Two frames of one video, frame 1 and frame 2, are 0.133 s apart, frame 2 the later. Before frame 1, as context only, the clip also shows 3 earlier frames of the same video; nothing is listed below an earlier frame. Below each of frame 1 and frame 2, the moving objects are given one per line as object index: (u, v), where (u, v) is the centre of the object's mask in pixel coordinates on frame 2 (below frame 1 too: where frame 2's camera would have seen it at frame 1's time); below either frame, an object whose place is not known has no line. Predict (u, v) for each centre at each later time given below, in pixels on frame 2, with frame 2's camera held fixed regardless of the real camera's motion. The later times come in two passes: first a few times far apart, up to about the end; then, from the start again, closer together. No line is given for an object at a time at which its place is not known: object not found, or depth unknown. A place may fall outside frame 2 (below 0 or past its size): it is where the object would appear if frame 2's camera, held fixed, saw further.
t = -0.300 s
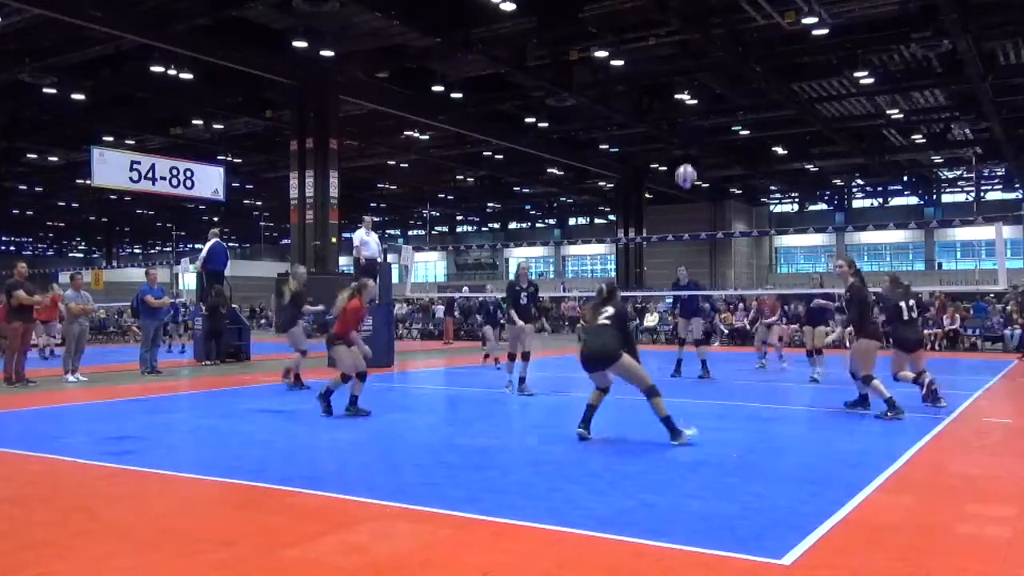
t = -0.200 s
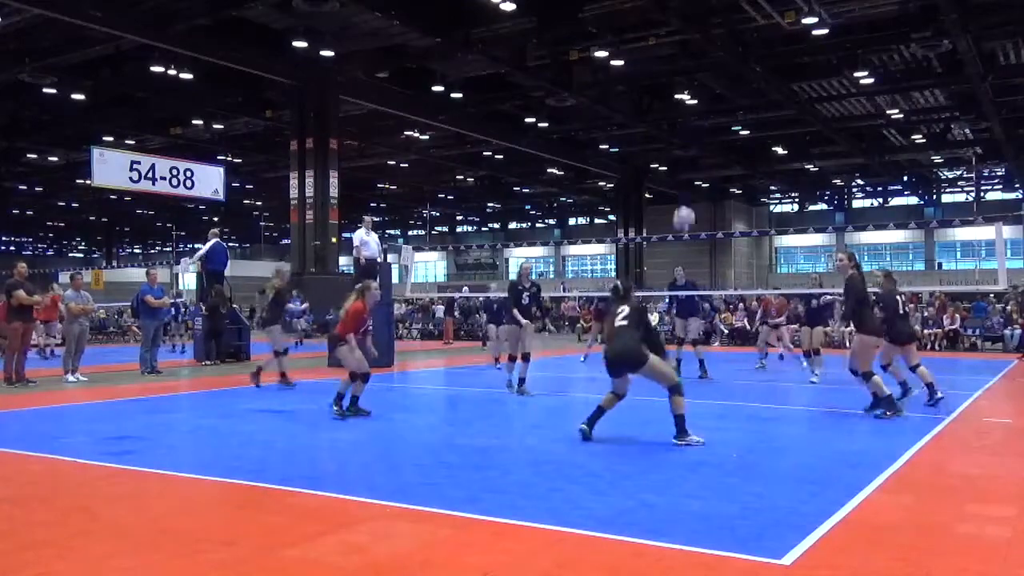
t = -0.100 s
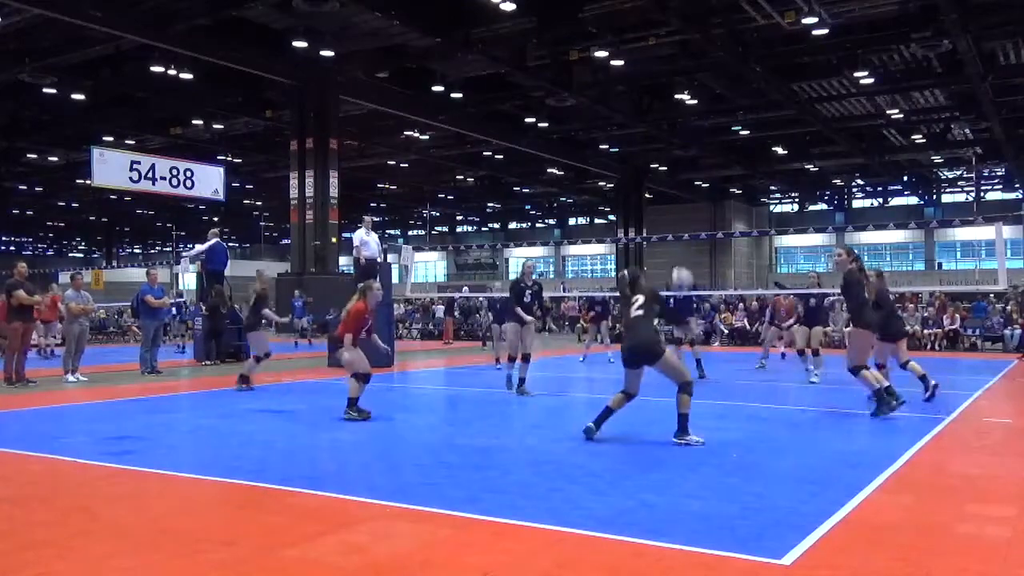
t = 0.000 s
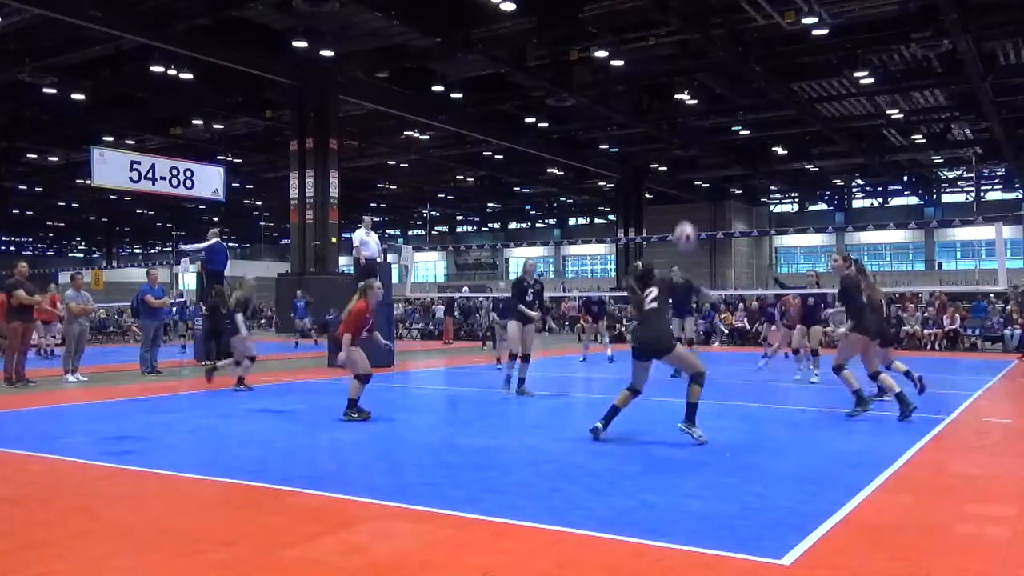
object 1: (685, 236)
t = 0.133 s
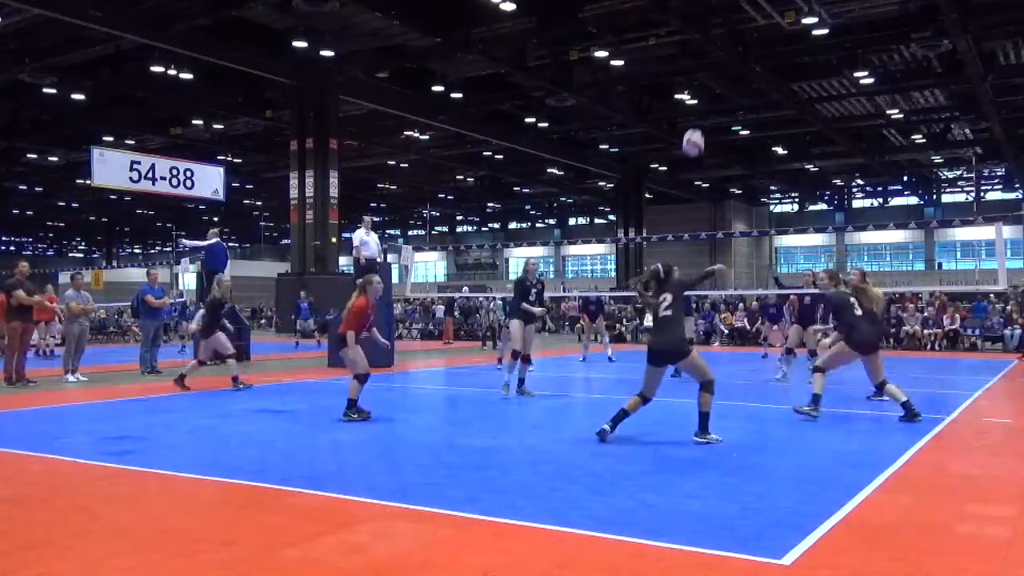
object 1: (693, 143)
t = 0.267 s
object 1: (700, 79)
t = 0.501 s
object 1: (711, 21)
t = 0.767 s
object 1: (720, 20)
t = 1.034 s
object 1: (728, 72)
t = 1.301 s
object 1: (734, 166)
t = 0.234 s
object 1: (699, 92)
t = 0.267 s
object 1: (700, 79)
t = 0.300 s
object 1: (702, 67)
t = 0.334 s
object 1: (704, 56)
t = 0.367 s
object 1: (705, 47)
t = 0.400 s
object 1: (707, 38)
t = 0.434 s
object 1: (708, 32)
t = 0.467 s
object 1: (710, 26)
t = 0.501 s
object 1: (711, 21)
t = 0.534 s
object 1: (712, 18)
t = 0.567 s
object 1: (713, 16)
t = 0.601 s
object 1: (715, 14)
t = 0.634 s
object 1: (716, 14)
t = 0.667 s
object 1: (717, 15)
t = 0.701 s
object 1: (718, 15)
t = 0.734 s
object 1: (720, 17)
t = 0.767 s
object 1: (720, 20)
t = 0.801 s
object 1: (721, 25)
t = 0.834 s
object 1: (722, 29)
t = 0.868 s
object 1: (723, 34)
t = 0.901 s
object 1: (724, 40)
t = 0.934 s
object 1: (725, 48)
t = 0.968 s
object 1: (726, 55)
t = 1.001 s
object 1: (727, 63)
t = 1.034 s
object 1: (728, 72)
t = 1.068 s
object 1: (728, 82)
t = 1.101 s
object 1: (730, 92)
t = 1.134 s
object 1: (730, 103)
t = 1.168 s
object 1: (731, 114)
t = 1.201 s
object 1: (732, 126)
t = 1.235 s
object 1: (733, 139)
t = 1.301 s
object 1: (734, 166)
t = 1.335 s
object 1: (734, 179)
